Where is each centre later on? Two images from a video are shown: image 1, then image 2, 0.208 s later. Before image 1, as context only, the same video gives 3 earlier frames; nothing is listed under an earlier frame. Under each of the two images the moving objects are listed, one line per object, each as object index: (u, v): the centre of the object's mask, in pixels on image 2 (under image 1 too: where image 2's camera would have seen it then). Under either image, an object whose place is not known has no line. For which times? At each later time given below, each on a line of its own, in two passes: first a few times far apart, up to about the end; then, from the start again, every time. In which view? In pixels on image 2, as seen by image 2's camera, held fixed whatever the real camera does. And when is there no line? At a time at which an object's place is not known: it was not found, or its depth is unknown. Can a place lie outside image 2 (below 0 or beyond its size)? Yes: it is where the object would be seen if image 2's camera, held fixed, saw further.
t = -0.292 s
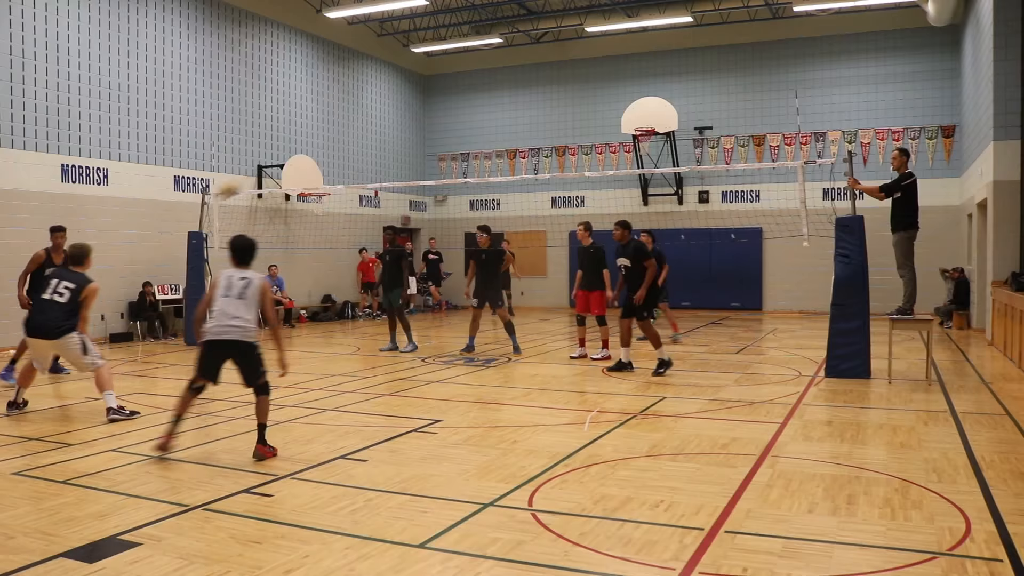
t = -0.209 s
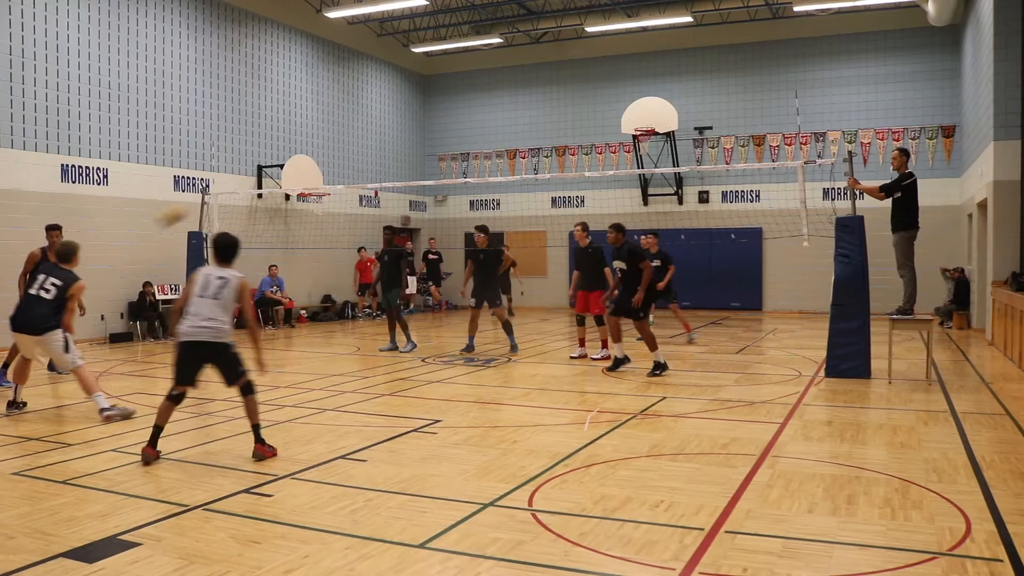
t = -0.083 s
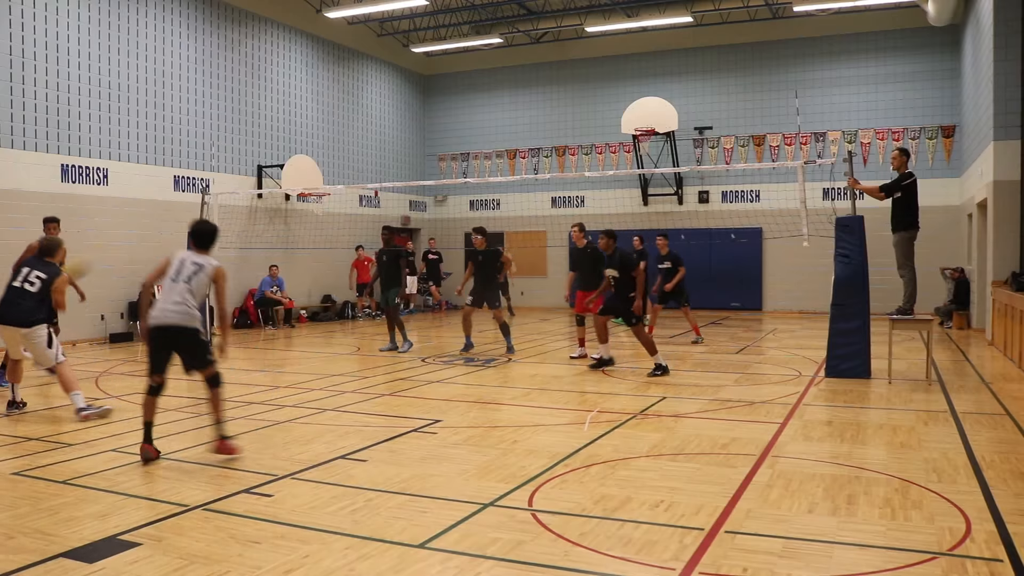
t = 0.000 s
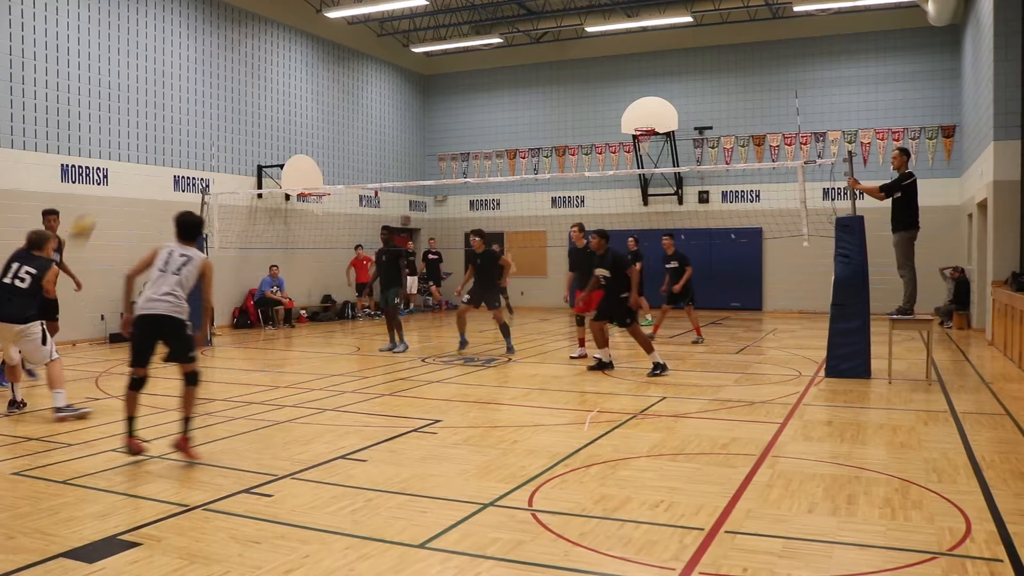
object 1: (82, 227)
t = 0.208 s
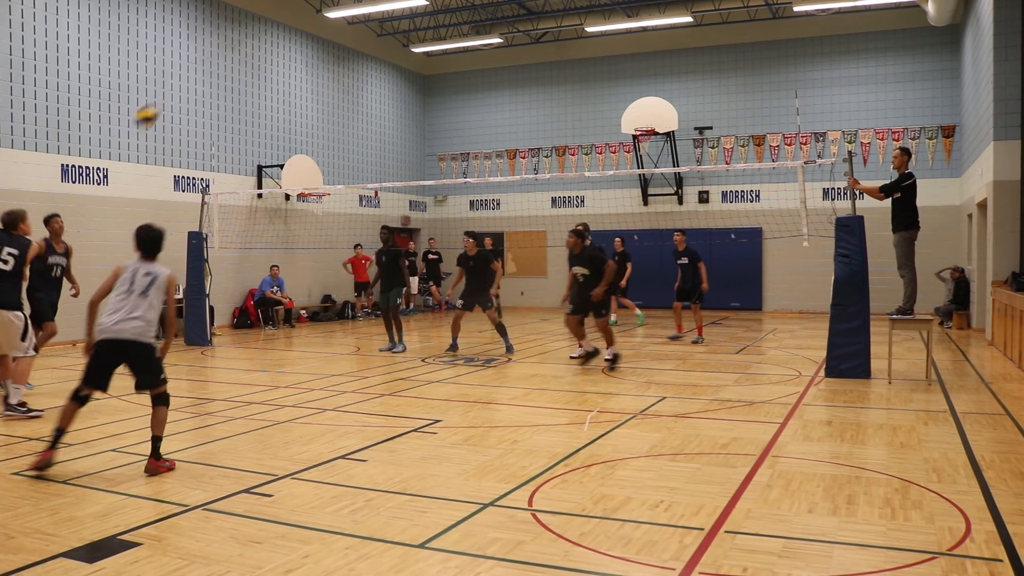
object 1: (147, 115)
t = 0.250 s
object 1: (159, 98)
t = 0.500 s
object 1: (233, 35)
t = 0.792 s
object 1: (313, 37)
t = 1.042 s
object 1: (378, 98)
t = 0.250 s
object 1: (159, 98)
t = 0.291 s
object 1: (172, 83)
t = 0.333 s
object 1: (184, 70)
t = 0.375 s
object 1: (197, 58)
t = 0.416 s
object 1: (208, 49)
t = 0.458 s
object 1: (221, 41)
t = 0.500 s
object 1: (233, 35)
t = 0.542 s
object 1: (244, 30)
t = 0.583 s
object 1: (256, 27)
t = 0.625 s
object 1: (268, 26)
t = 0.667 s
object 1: (280, 26)
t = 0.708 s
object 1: (291, 28)
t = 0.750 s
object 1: (302, 32)
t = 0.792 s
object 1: (313, 37)
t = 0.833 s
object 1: (324, 43)
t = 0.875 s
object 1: (335, 51)
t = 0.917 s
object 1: (346, 60)
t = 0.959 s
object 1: (356, 71)
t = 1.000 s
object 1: (368, 85)
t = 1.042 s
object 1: (378, 98)
